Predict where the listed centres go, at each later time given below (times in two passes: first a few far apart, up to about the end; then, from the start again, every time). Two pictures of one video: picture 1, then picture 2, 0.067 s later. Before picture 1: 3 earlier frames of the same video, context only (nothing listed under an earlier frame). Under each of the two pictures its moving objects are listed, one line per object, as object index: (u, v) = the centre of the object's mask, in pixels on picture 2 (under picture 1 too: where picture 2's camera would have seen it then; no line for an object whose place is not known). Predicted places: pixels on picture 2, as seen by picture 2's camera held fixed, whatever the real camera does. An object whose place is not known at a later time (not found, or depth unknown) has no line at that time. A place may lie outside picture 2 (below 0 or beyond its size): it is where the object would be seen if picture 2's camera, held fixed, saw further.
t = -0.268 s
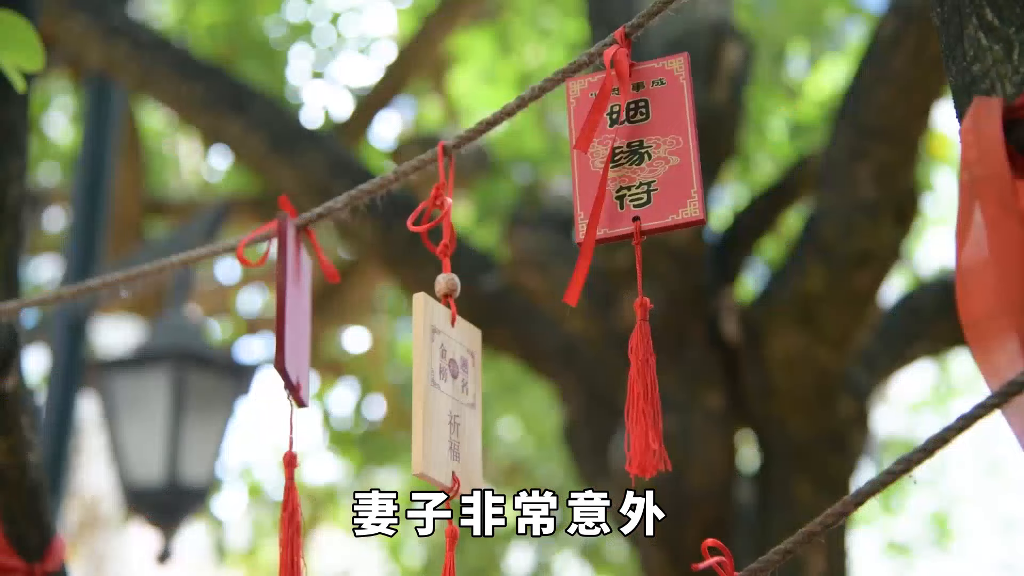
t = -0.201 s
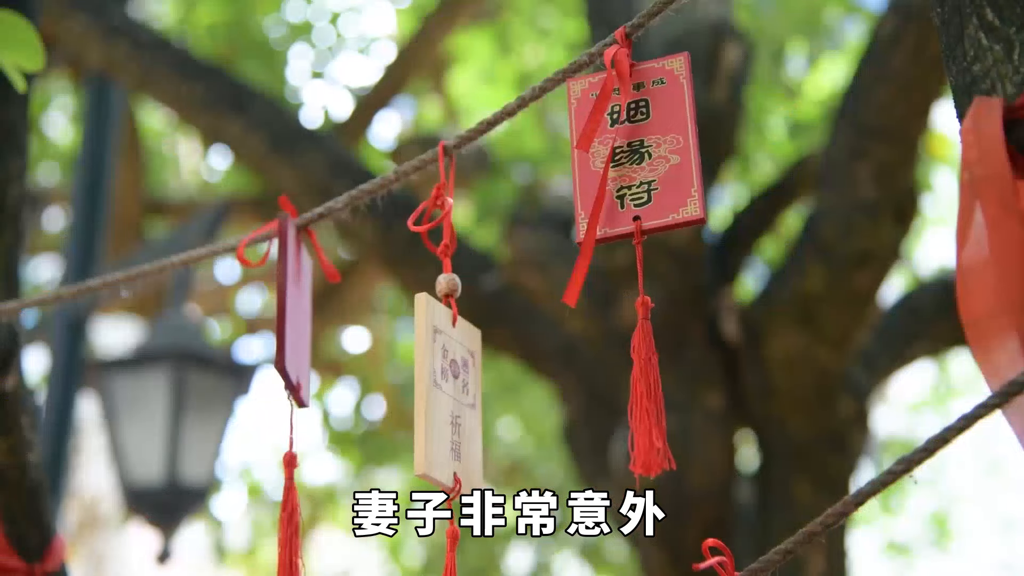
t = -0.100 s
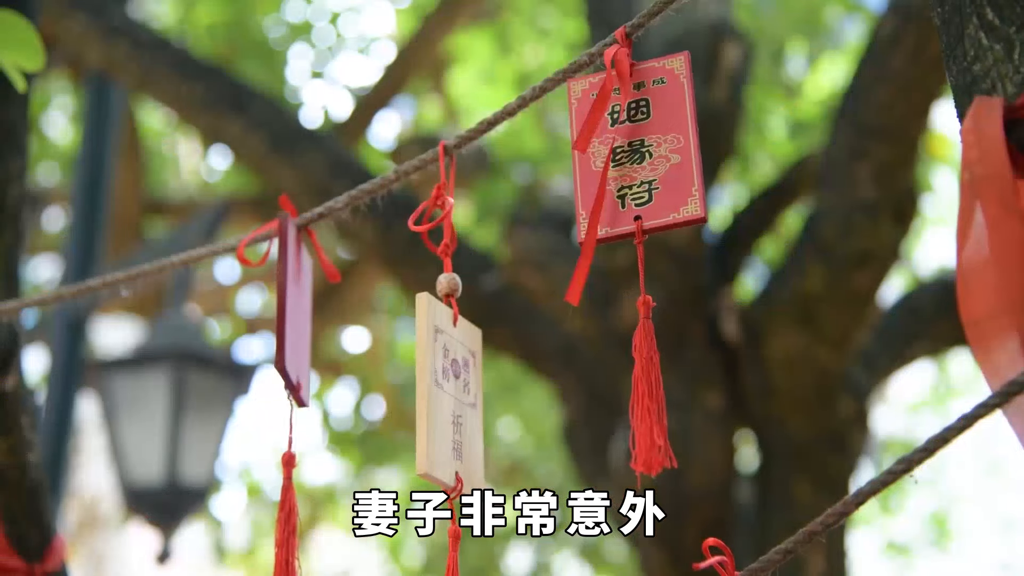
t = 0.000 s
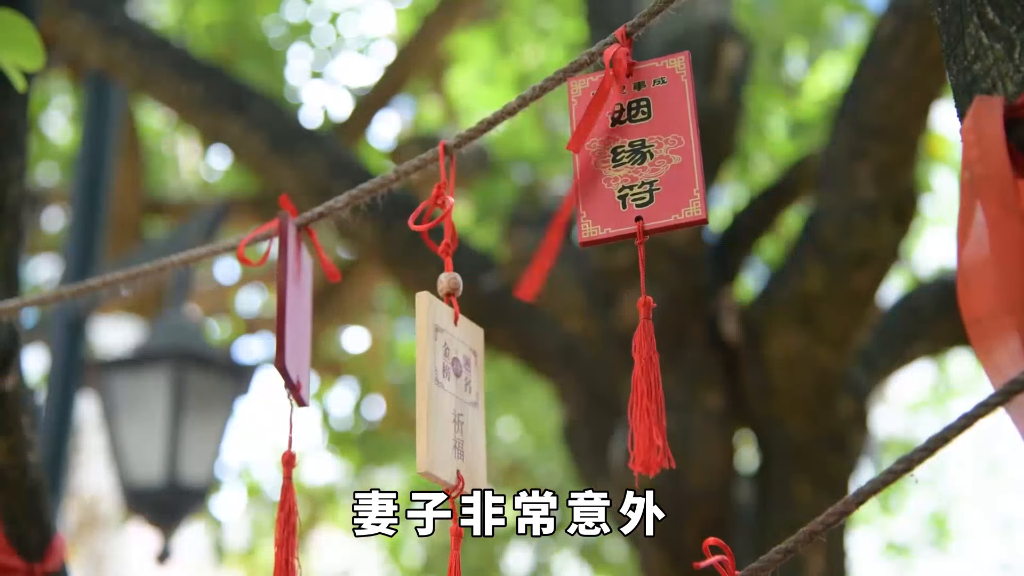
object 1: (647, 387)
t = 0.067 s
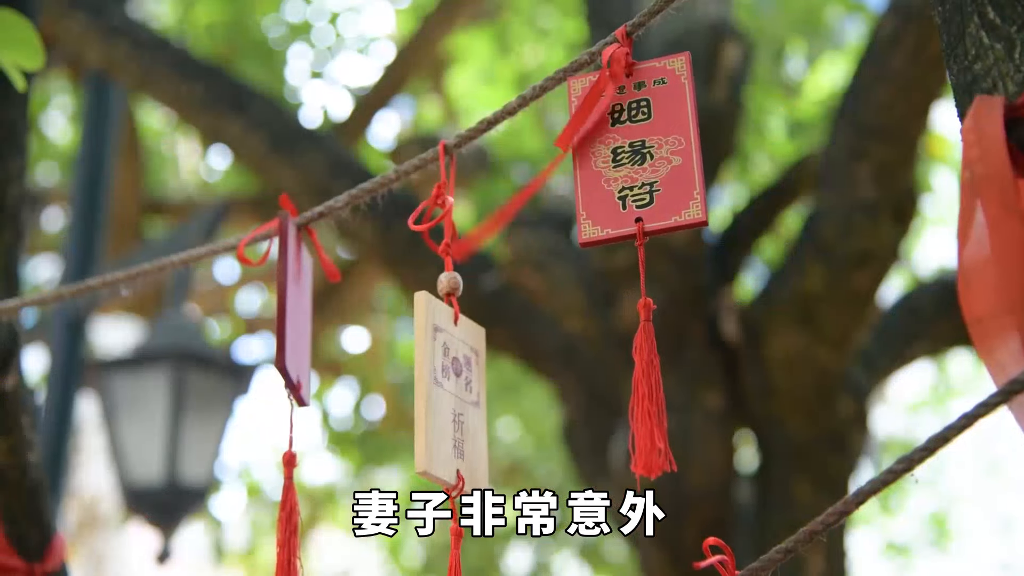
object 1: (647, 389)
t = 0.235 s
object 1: (645, 392)
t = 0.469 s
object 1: (632, 380)
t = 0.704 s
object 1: (651, 392)
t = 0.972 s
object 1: (641, 387)
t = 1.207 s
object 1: (654, 387)
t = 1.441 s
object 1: (639, 385)
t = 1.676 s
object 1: (652, 384)
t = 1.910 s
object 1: (646, 387)
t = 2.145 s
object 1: (645, 383)
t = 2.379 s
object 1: (651, 388)
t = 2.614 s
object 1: (637, 384)
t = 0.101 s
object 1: (648, 391)
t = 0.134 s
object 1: (648, 392)
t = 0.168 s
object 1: (648, 392)
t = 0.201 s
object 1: (647, 392)
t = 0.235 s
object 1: (645, 392)
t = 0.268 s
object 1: (643, 390)
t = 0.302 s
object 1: (641, 389)
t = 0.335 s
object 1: (639, 389)
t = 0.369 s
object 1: (636, 387)
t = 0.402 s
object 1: (633, 385)
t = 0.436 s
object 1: (632, 382)
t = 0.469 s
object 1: (632, 380)
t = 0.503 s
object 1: (634, 380)
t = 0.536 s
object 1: (637, 382)
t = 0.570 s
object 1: (641, 384)
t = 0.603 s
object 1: (645, 387)
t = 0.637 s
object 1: (648, 389)
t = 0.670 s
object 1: (650, 390)
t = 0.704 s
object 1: (651, 392)
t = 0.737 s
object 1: (650, 392)
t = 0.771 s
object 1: (649, 392)
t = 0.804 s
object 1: (646, 392)
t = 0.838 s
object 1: (644, 392)
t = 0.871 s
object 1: (643, 391)
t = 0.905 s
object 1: (641, 389)
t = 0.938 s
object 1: (641, 388)
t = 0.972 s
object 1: (641, 387)
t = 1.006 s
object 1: (642, 385)
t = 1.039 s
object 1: (645, 384)
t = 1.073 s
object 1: (648, 384)
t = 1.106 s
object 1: (651, 384)
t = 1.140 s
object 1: (653, 385)
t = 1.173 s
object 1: (654, 386)
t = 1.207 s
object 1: (654, 387)
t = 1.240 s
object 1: (653, 387)
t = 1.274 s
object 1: (651, 388)
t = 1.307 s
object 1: (648, 388)
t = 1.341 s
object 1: (646, 388)
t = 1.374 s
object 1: (643, 387)
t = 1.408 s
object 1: (641, 387)
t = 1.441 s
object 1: (639, 385)
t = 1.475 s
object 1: (639, 385)
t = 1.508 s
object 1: (639, 383)
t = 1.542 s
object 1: (641, 383)
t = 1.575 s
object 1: (644, 383)
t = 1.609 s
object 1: (647, 383)
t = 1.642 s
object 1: (649, 383)
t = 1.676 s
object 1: (652, 384)
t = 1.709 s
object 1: (654, 385)
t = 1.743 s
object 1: (655, 385)
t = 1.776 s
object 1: (655, 386)
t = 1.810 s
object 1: (654, 387)
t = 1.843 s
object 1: (652, 387)
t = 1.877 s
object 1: (649, 387)
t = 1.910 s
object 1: (646, 387)
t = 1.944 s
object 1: (643, 387)
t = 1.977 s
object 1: (641, 386)
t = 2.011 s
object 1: (640, 386)
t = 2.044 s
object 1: (640, 385)
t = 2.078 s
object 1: (641, 384)
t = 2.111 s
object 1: (642, 384)
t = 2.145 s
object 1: (645, 383)
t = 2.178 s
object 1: (647, 384)
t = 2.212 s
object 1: (650, 383)
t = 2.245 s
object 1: (652, 384)
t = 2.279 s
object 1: (653, 385)
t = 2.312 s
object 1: (653, 386)
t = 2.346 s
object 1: (653, 388)
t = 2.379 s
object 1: (651, 388)
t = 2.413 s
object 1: (649, 389)
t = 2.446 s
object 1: (646, 389)
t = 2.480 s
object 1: (644, 389)
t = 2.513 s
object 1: (641, 388)
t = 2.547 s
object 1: (639, 387)
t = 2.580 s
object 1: (637, 385)
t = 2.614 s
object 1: (637, 384)
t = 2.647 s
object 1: (639, 382)
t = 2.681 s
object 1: (642, 382)
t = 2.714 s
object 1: (646, 382)
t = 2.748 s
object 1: (650, 382)
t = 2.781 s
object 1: (654, 383)
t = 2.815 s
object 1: (657, 384)
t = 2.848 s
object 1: (658, 385)
